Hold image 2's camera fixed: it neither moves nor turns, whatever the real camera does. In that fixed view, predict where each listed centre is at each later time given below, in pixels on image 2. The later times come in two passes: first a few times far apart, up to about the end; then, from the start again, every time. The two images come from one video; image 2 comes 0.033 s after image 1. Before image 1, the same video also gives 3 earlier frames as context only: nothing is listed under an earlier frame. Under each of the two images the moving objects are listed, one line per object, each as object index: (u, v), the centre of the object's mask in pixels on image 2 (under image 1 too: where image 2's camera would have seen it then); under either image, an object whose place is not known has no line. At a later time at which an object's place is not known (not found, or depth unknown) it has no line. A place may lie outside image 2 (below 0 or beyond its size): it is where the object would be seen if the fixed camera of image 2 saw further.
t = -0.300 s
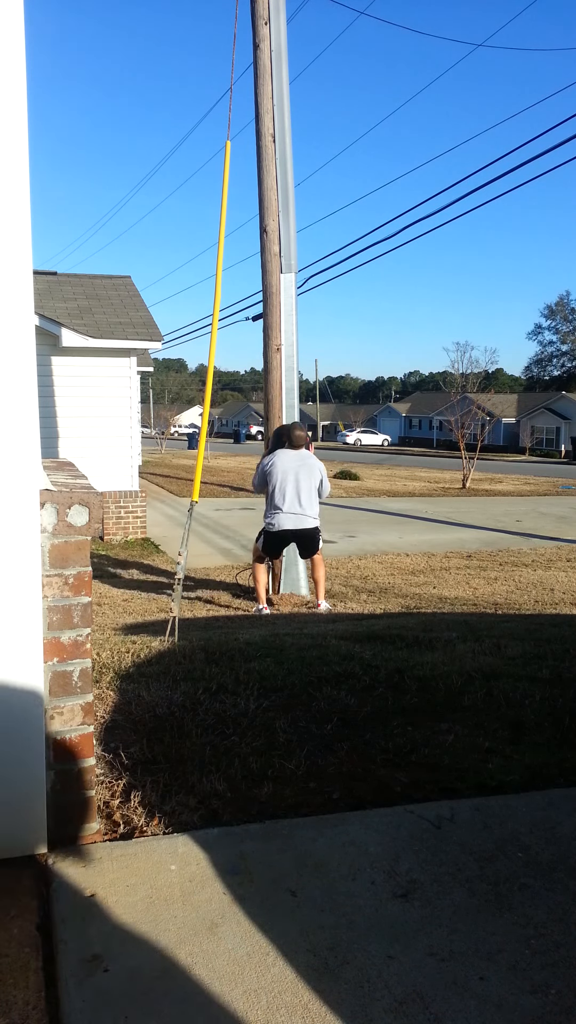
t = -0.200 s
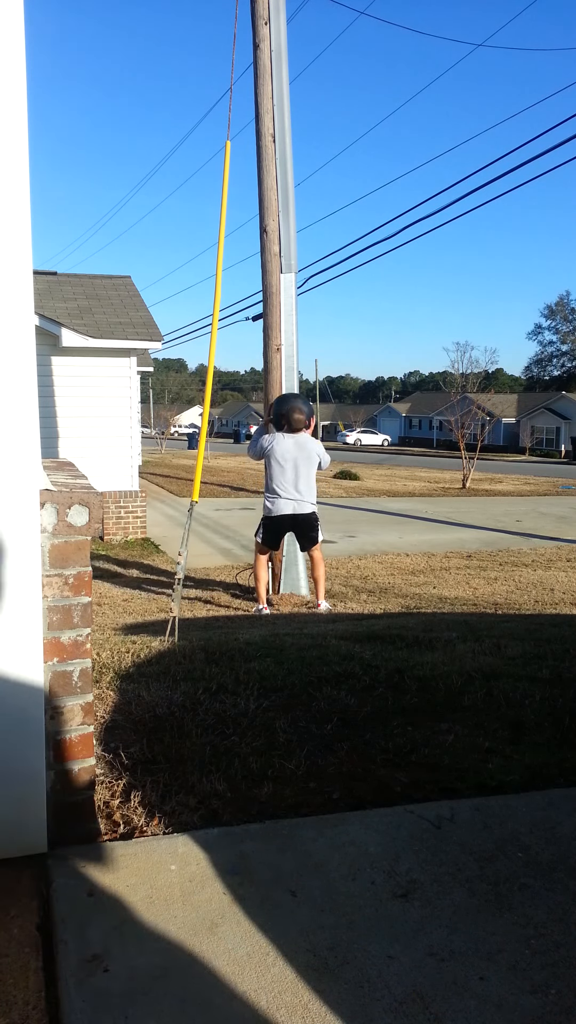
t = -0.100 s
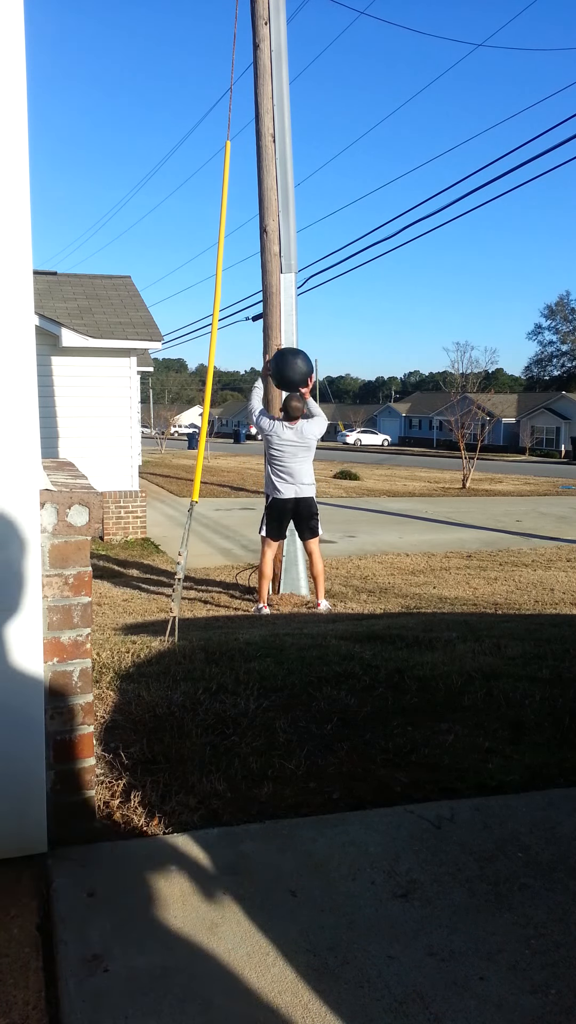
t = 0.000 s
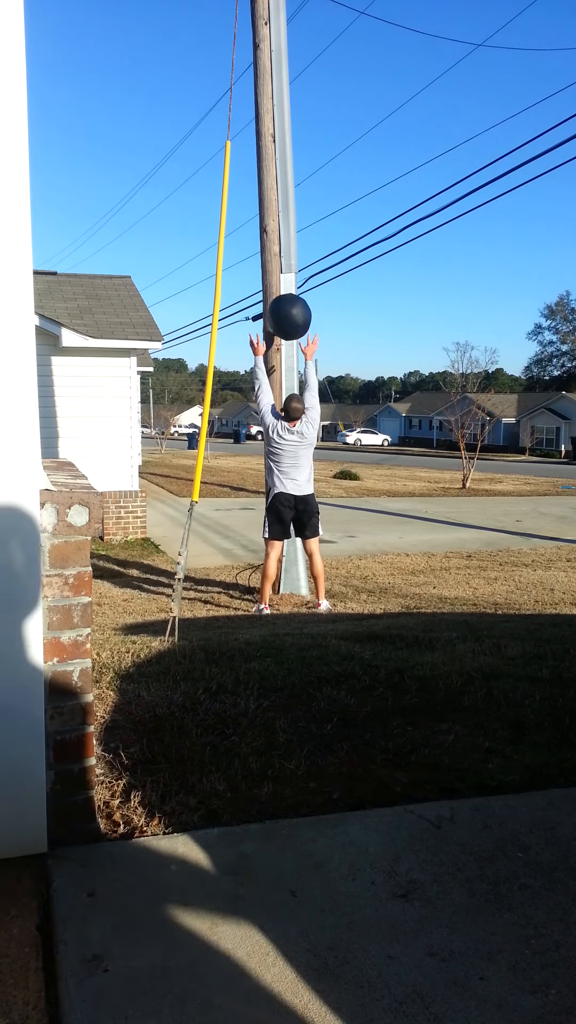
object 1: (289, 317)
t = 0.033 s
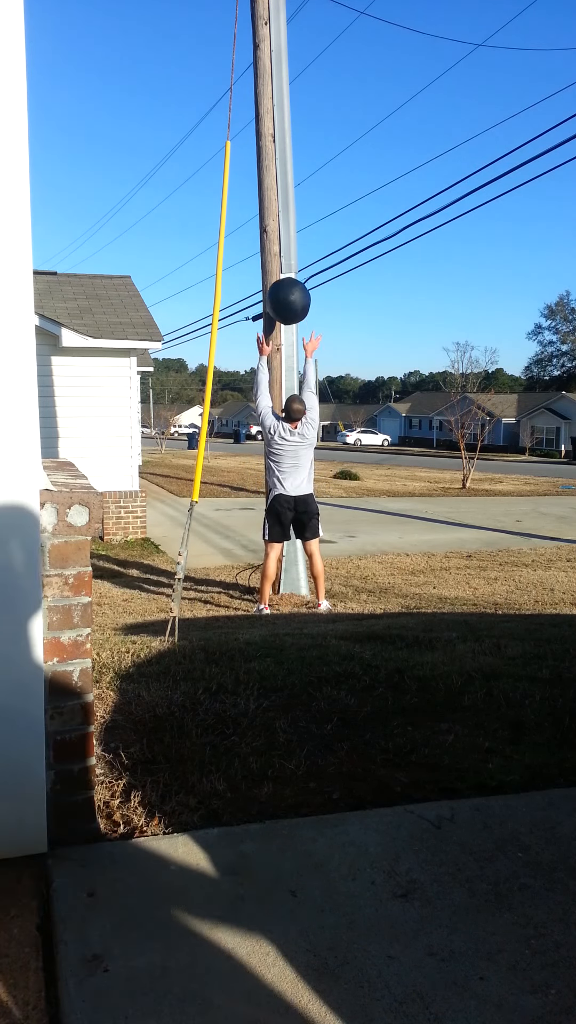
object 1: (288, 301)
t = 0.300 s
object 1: (282, 227)
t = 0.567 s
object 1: (280, 244)
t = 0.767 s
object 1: (280, 316)
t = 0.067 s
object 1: (287, 287)
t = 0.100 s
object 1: (286, 274)
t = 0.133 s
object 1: (286, 262)
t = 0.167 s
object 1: (285, 253)
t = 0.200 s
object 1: (284, 244)
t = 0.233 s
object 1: (283, 237)
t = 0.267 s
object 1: (283, 231)
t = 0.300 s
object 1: (282, 227)
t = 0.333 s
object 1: (281, 224)
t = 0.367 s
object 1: (280, 224)
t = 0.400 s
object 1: (280, 224)
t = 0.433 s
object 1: (280, 225)
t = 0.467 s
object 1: (280, 228)
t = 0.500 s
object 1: (280, 232)
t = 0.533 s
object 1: (280, 238)
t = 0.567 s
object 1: (280, 244)
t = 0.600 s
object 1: (280, 252)
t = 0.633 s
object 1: (280, 262)
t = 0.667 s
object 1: (280, 274)
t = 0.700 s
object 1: (280, 286)
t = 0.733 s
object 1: (280, 301)
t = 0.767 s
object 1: (280, 316)
